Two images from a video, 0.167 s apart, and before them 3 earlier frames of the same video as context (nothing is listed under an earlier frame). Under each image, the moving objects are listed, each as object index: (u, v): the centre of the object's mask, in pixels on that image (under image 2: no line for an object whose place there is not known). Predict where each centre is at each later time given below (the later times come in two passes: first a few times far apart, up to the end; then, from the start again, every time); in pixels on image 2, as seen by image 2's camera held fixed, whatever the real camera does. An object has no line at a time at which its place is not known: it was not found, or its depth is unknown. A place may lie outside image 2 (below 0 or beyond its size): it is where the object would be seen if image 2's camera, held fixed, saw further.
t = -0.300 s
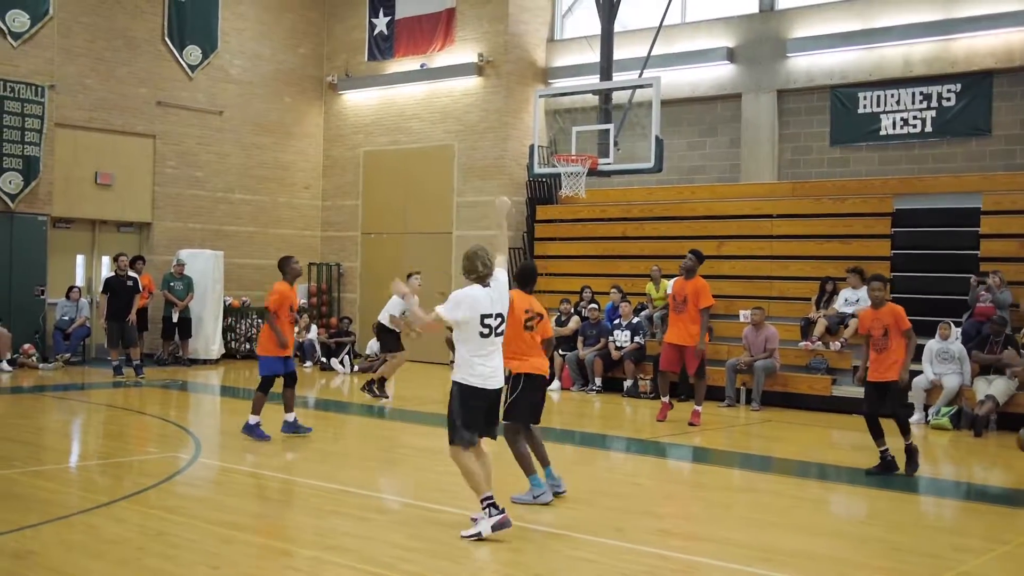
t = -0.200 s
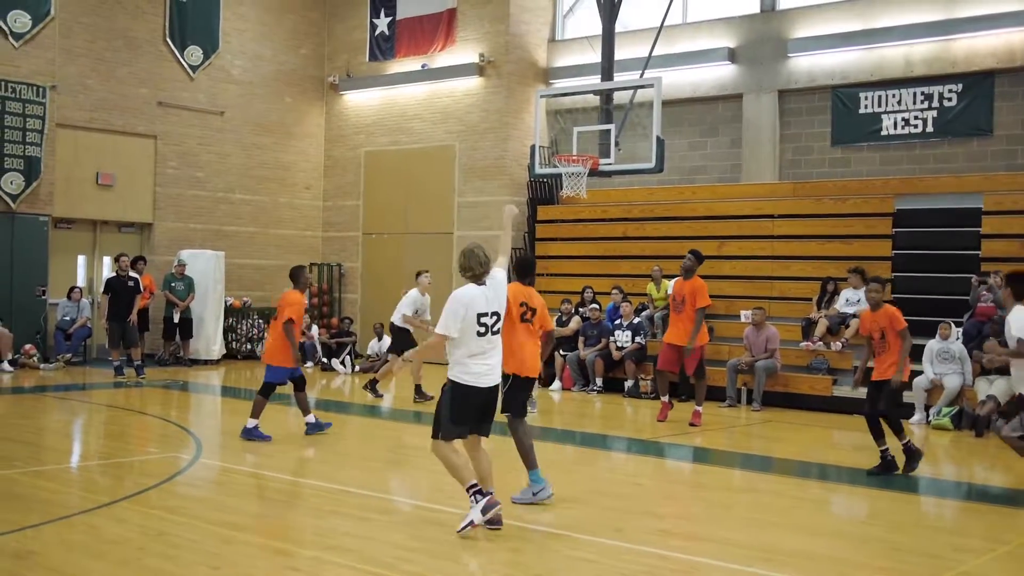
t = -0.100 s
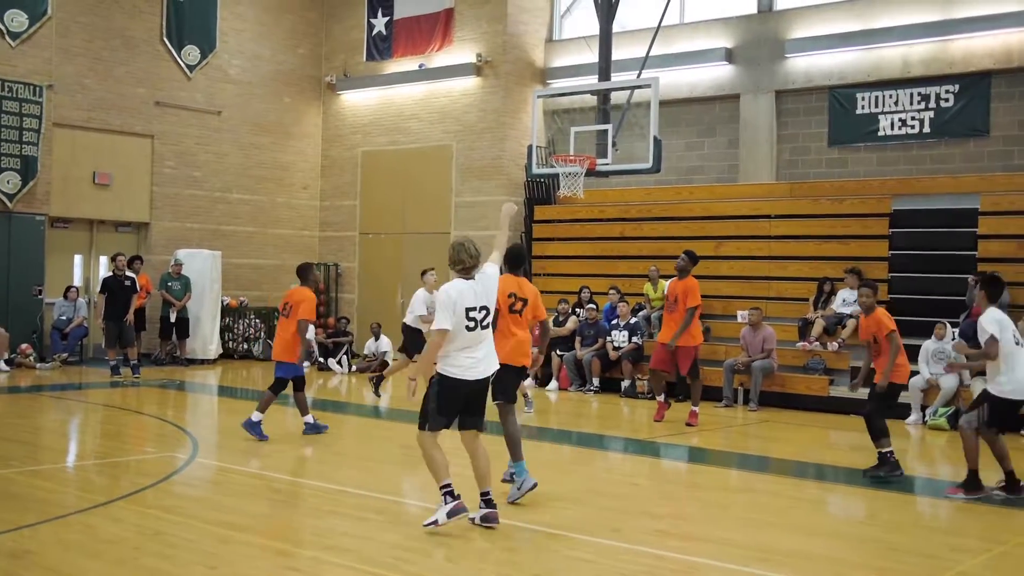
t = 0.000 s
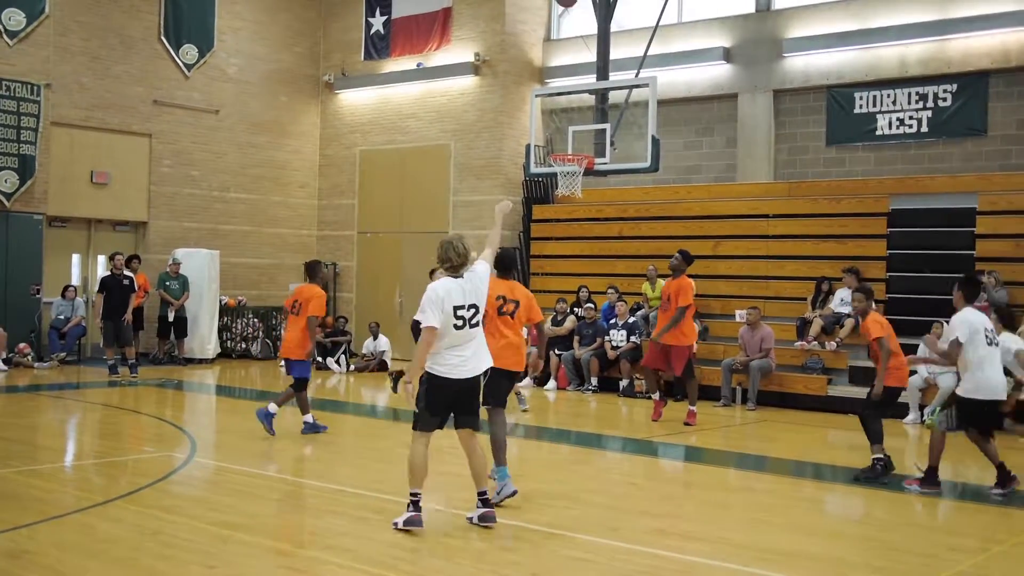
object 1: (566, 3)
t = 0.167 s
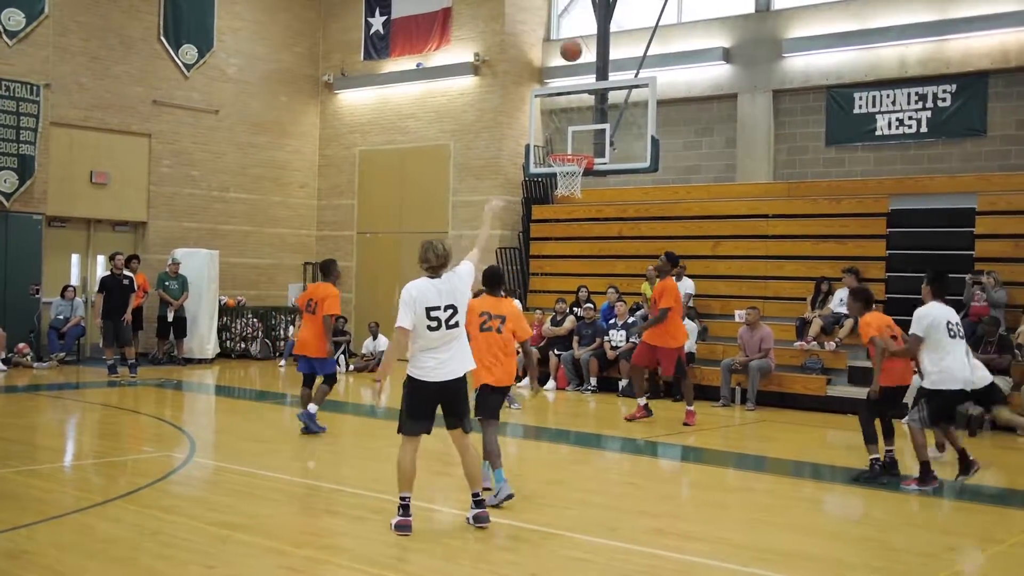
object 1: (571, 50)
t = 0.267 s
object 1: (573, 92)
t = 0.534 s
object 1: (575, 130)
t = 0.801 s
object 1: (523, 118)
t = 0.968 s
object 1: (489, 141)
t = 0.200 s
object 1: (571, 63)
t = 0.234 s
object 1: (573, 79)
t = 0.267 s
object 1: (573, 92)
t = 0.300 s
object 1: (574, 107)
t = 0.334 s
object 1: (574, 122)
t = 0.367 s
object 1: (575, 140)
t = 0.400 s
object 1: (575, 146)
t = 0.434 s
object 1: (575, 141)
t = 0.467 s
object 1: (575, 136)
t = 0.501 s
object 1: (575, 133)
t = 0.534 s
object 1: (575, 130)
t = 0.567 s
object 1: (568, 127)
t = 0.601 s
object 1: (562, 122)
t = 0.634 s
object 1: (557, 120)
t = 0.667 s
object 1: (550, 118)
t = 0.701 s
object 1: (544, 117)
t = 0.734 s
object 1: (536, 116)
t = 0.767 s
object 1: (530, 116)
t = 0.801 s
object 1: (523, 118)
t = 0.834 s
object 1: (517, 121)
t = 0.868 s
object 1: (510, 125)
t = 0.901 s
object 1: (503, 128)
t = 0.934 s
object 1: (496, 134)
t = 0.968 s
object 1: (489, 141)
